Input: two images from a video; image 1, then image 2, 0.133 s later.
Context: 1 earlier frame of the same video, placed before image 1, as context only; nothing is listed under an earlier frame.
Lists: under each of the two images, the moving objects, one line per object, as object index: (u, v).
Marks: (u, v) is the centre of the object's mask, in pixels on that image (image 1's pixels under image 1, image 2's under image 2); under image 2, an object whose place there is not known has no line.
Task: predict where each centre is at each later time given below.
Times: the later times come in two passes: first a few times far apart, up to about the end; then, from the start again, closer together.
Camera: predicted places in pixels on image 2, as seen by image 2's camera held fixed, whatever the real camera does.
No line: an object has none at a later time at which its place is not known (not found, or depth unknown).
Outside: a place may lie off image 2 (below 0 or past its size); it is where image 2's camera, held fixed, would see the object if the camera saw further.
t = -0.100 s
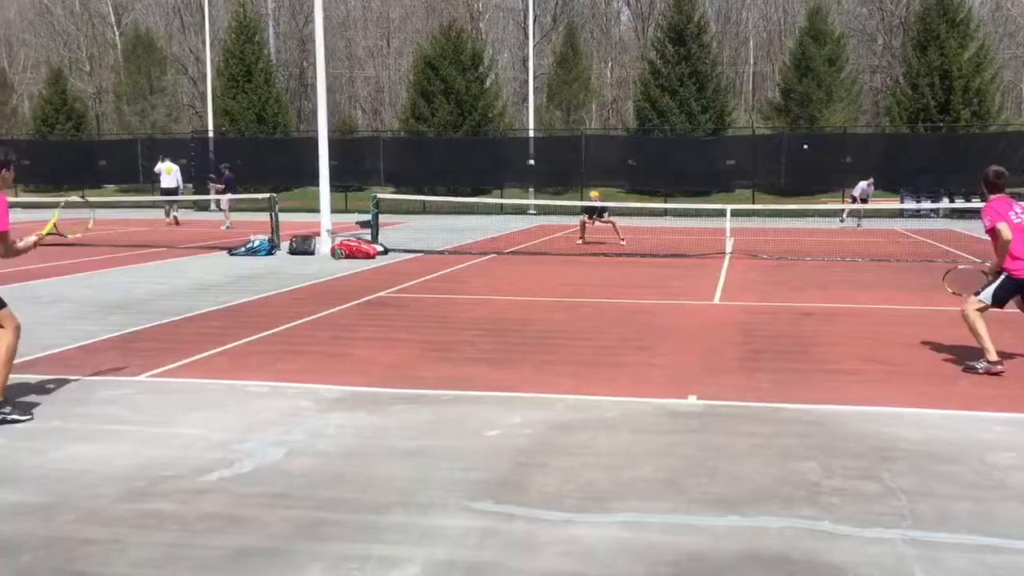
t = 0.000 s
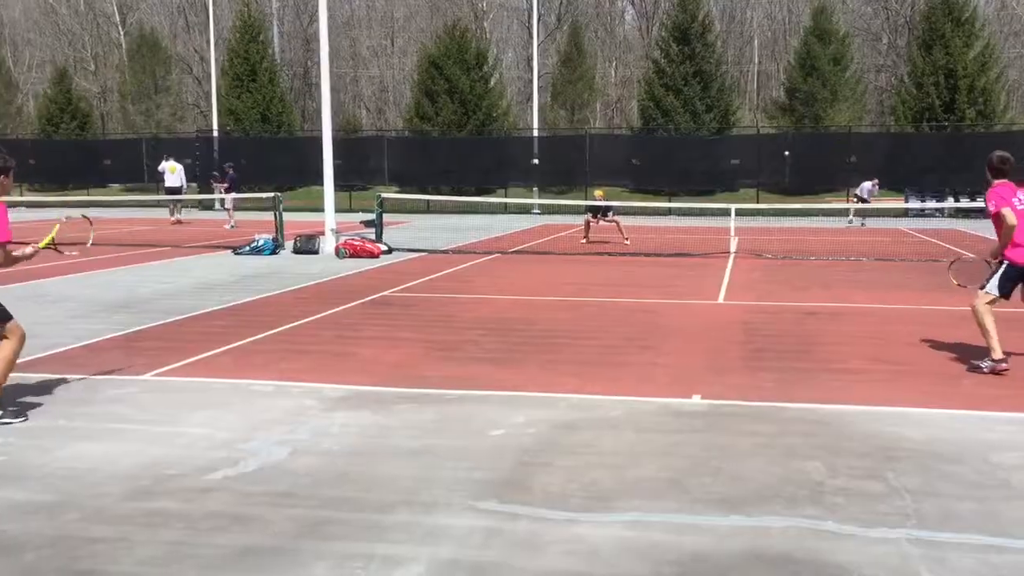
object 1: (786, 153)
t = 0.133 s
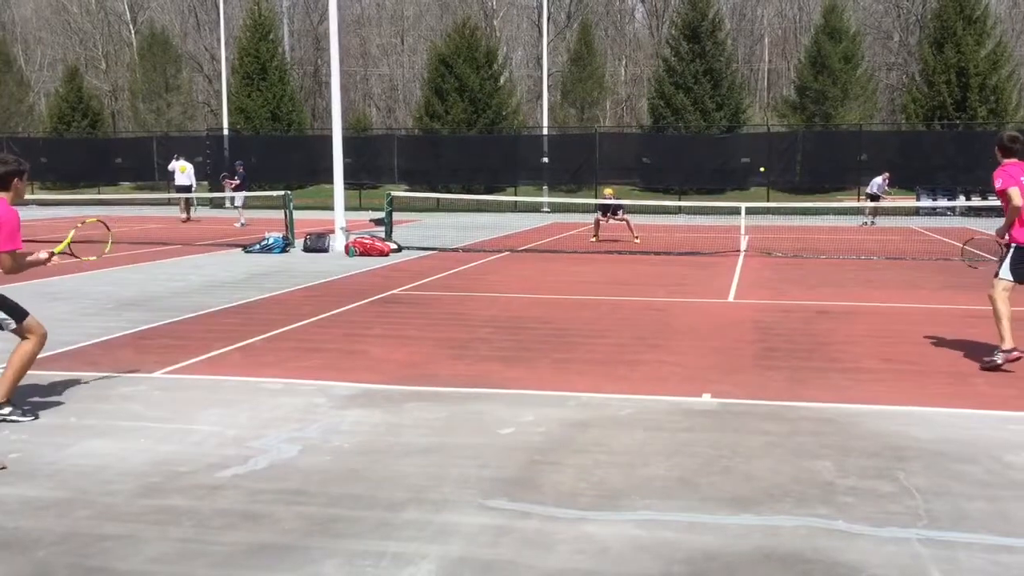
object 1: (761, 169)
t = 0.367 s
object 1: (688, 233)
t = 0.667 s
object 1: (585, 251)
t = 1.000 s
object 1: (425, 275)
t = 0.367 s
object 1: (688, 233)
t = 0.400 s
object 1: (675, 247)
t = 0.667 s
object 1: (585, 251)
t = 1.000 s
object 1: (425, 275)
